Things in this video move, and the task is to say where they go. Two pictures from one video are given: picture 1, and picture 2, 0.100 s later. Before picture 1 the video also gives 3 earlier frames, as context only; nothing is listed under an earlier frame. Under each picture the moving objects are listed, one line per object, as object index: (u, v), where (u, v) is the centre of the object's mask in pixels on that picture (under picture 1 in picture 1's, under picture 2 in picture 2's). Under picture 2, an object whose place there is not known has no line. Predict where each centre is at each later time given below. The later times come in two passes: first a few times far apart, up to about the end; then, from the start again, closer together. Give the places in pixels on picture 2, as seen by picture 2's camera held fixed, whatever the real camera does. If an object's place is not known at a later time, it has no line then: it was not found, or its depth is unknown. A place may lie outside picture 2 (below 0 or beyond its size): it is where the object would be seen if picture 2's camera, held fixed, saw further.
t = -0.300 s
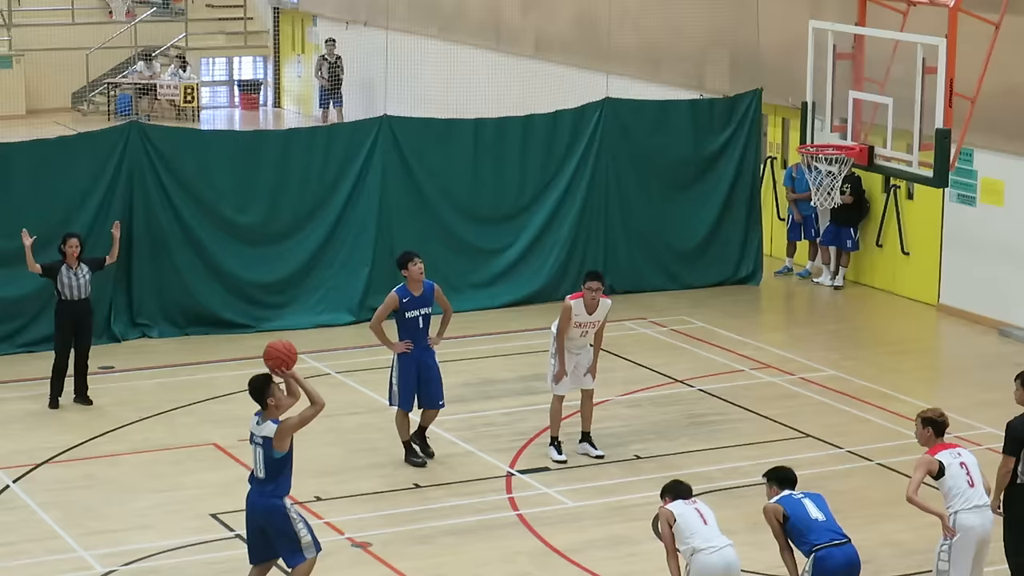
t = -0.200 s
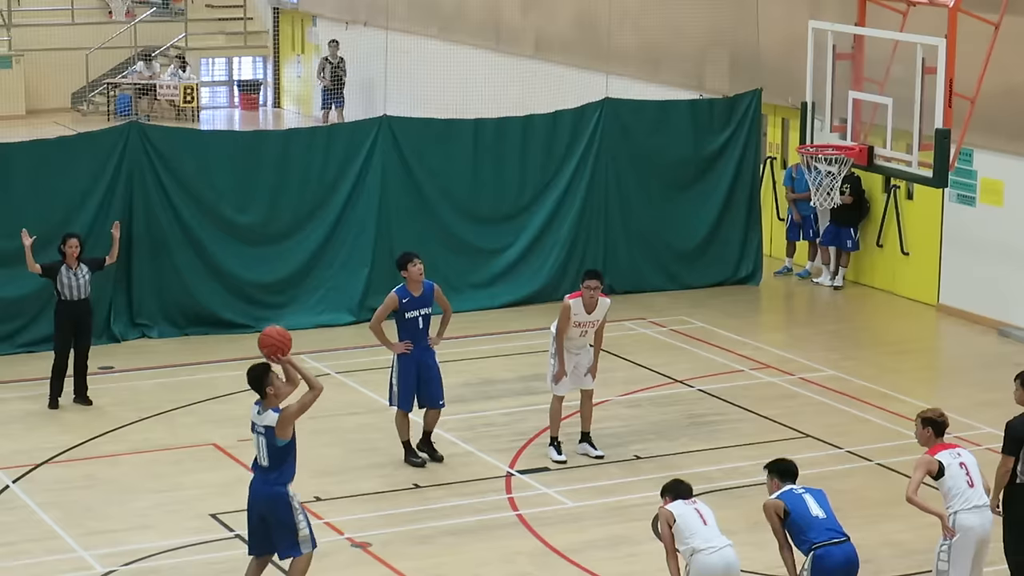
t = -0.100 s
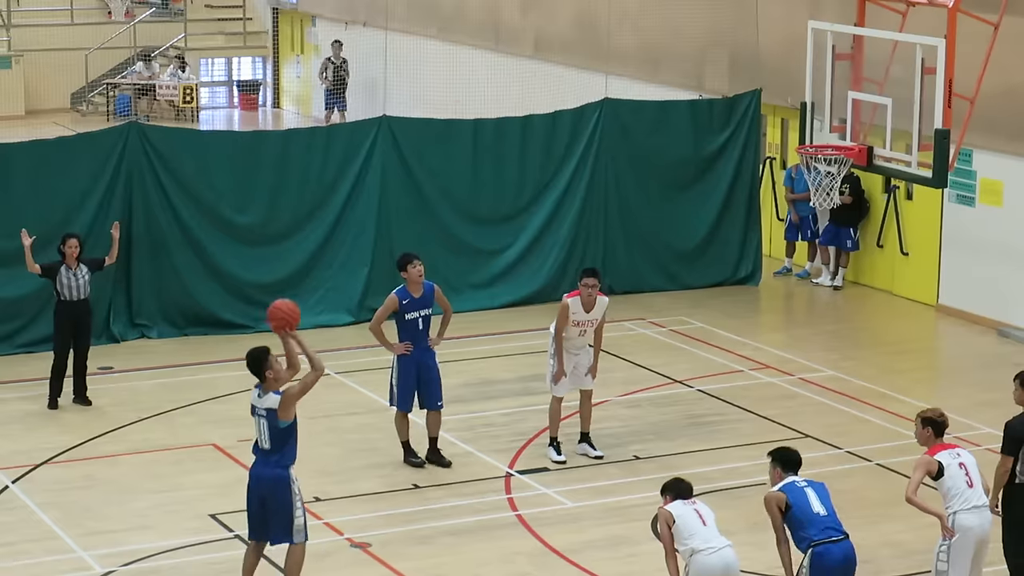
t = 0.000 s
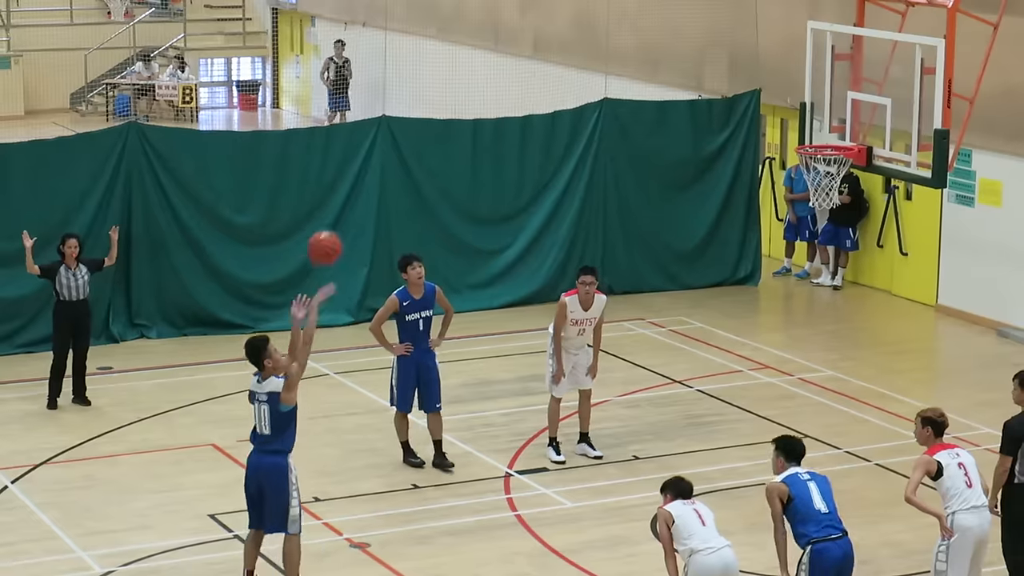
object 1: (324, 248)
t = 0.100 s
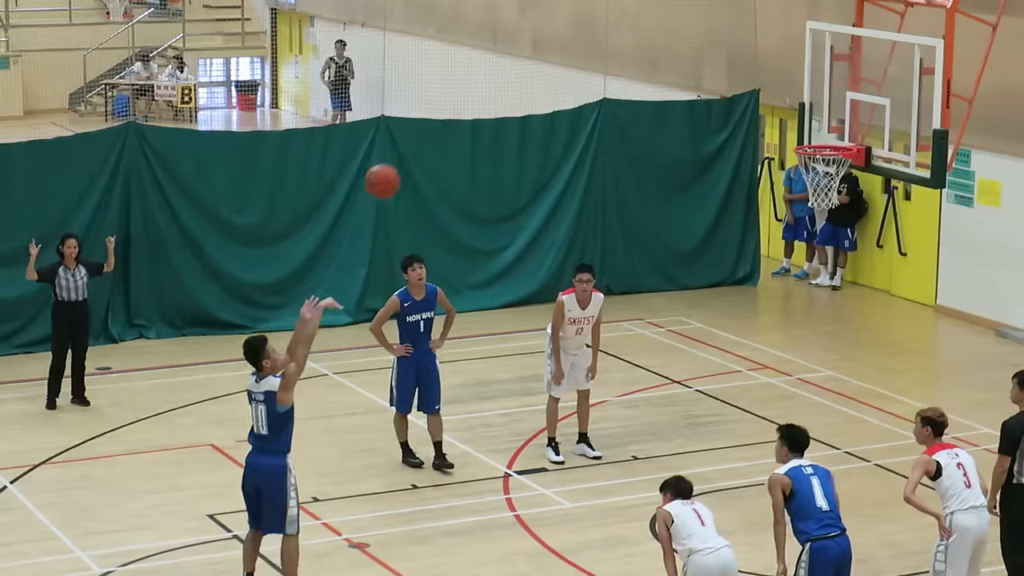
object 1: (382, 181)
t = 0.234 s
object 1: (458, 114)
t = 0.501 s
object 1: (602, 53)
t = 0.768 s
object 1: (736, 86)
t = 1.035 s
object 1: (822, 110)
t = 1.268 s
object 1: (858, 107)
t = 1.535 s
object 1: (834, 144)
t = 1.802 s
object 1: (809, 273)
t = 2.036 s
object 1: (786, 449)
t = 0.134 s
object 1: (401, 161)
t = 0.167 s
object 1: (420, 144)
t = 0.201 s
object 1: (439, 129)
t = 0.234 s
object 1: (458, 114)
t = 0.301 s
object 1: (495, 89)
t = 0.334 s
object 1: (513, 80)
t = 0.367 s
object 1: (531, 72)
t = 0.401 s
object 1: (549, 65)
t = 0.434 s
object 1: (567, 59)
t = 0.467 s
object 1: (584, 56)
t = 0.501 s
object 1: (602, 53)
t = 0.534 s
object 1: (620, 52)
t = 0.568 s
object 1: (636, 53)
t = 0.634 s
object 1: (671, 59)
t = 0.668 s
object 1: (687, 64)
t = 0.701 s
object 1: (703, 69)
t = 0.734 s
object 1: (720, 76)
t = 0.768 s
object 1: (736, 86)
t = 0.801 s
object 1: (752, 96)
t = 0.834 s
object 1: (766, 107)
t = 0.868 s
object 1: (783, 120)
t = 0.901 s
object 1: (798, 135)
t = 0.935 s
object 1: (806, 133)
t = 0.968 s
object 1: (811, 123)
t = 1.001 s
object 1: (816, 117)
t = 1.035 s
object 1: (822, 110)
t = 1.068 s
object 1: (828, 106)
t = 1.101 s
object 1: (832, 103)
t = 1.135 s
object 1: (837, 101)
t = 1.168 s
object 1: (842, 101)
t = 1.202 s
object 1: (847, 102)
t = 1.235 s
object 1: (852, 104)
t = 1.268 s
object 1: (858, 107)
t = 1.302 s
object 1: (856, 108)
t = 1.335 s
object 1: (853, 110)
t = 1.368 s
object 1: (850, 113)
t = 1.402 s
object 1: (847, 117)
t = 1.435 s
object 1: (844, 123)
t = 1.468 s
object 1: (841, 130)
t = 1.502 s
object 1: (837, 138)
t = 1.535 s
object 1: (834, 144)
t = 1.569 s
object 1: (829, 160)
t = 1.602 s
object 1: (828, 170)
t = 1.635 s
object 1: (826, 185)
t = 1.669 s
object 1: (821, 197)
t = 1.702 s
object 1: (819, 219)
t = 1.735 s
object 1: (815, 235)
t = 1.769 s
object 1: (811, 253)
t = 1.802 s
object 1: (809, 273)
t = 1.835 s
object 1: (805, 295)
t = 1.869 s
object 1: (802, 318)
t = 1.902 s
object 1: (799, 342)
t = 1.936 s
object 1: (796, 367)
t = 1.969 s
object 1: (793, 393)
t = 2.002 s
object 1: (790, 421)
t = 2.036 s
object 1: (786, 449)
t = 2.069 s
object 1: (782, 479)
